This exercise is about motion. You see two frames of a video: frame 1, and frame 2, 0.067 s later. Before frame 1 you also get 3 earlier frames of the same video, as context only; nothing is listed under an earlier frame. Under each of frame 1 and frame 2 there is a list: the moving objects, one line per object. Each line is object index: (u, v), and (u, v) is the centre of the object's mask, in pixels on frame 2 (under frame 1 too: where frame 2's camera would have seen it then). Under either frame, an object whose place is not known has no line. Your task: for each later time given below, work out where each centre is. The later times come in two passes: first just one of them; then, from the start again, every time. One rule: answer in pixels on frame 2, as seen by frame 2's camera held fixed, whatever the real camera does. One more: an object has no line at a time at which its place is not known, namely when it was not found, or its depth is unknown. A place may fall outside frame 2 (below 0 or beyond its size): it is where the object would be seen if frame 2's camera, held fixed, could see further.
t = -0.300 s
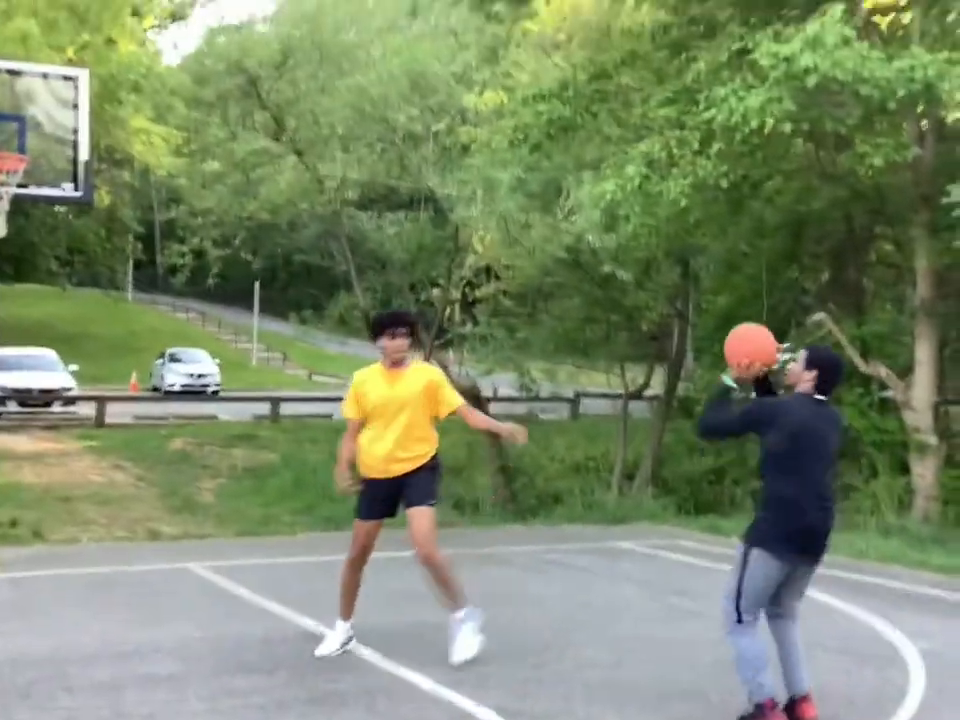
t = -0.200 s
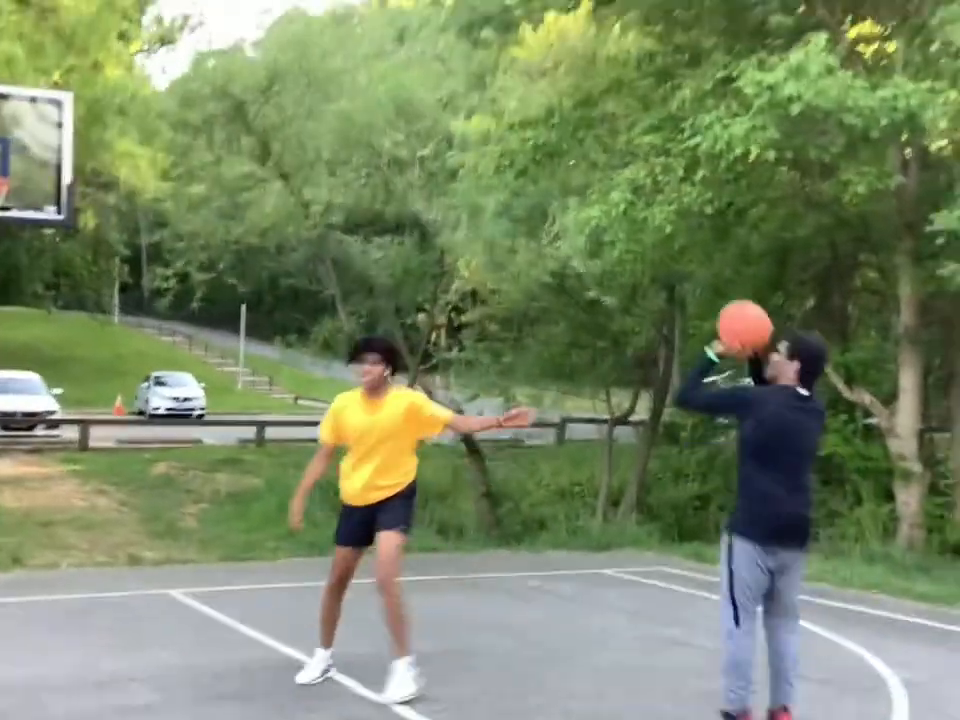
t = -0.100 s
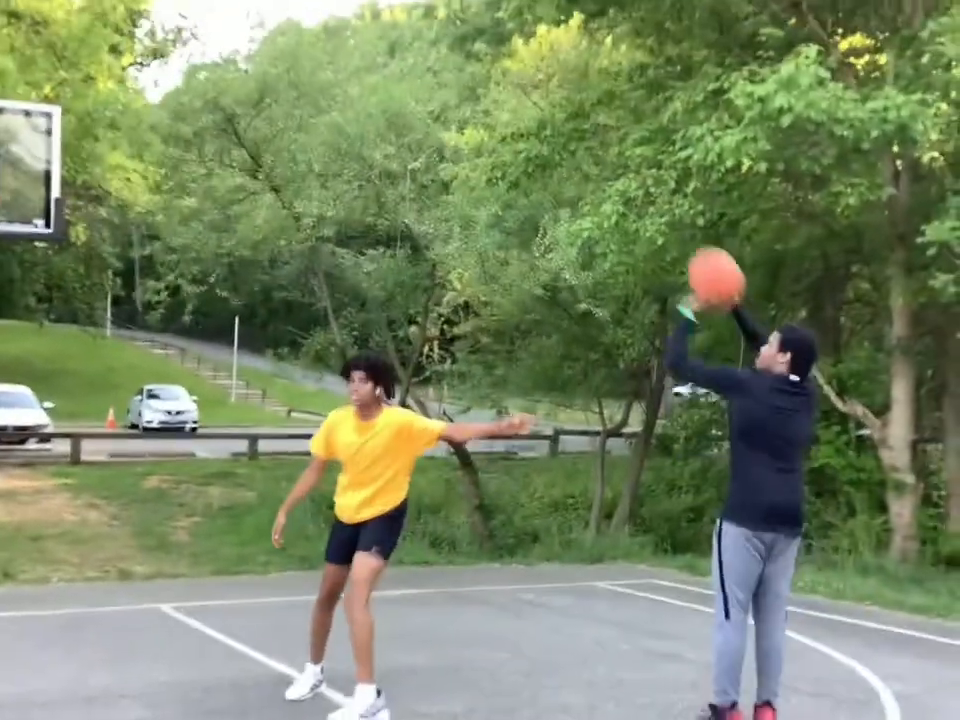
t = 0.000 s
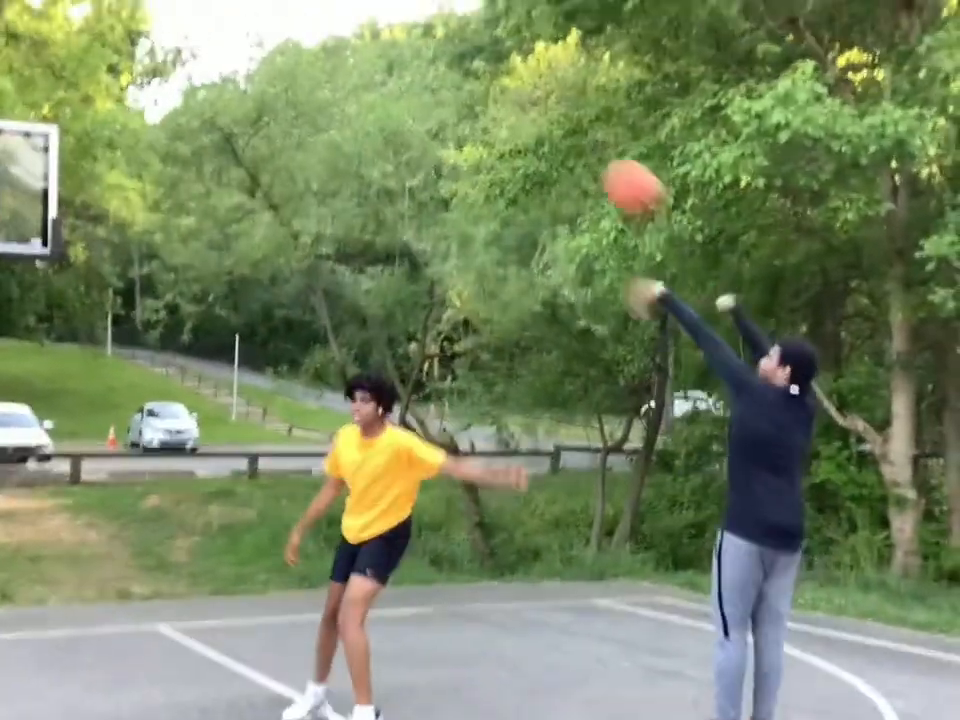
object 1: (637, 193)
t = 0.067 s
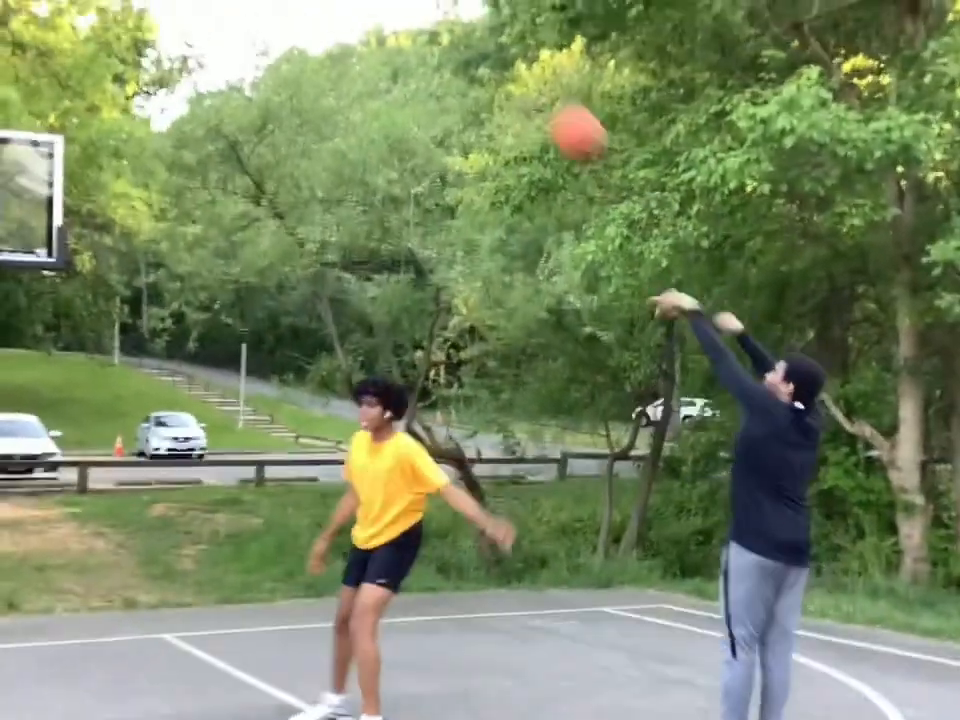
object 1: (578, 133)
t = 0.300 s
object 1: (387, 4)
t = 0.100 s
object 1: (549, 106)
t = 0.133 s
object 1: (519, 83)
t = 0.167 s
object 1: (491, 61)
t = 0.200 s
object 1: (468, 44)
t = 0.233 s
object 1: (441, 30)
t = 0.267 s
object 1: (412, 16)
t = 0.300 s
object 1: (387, 4)
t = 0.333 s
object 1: (363, -3)
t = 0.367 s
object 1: (340, -7)
